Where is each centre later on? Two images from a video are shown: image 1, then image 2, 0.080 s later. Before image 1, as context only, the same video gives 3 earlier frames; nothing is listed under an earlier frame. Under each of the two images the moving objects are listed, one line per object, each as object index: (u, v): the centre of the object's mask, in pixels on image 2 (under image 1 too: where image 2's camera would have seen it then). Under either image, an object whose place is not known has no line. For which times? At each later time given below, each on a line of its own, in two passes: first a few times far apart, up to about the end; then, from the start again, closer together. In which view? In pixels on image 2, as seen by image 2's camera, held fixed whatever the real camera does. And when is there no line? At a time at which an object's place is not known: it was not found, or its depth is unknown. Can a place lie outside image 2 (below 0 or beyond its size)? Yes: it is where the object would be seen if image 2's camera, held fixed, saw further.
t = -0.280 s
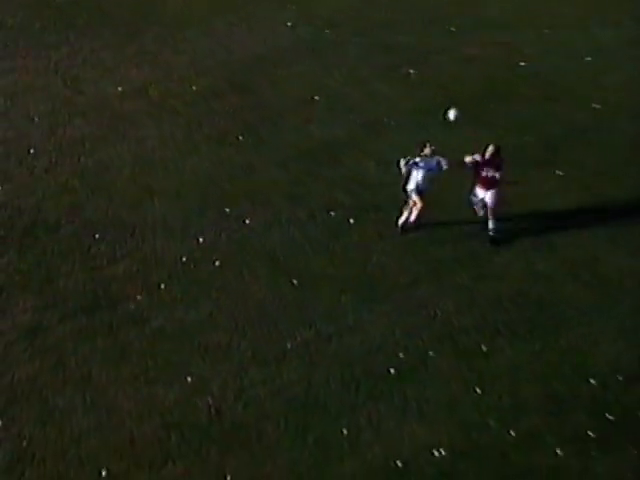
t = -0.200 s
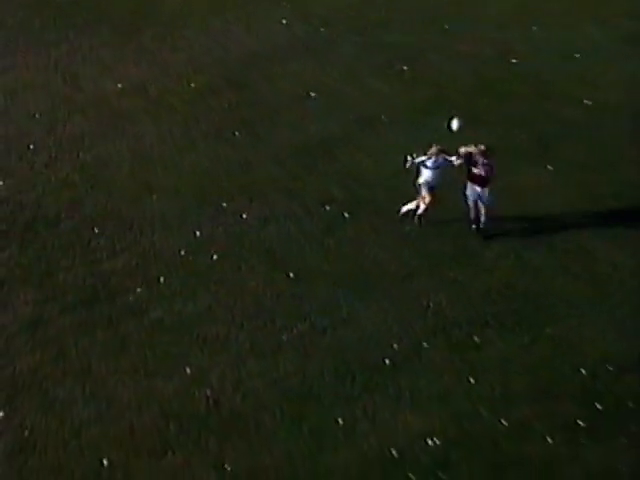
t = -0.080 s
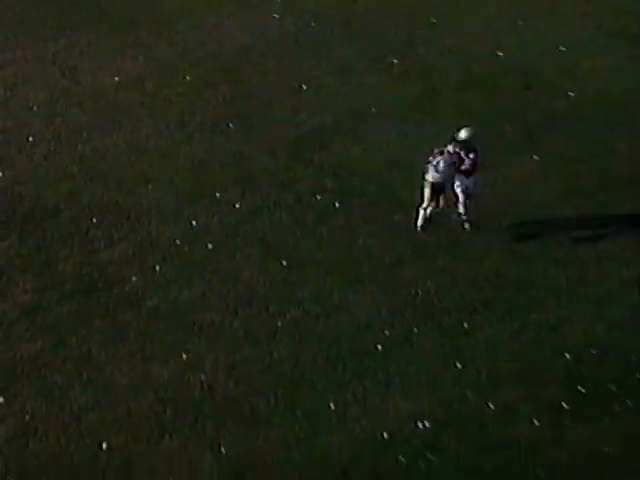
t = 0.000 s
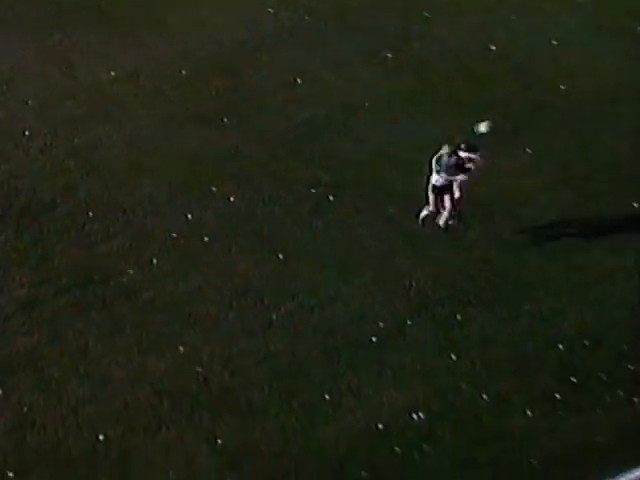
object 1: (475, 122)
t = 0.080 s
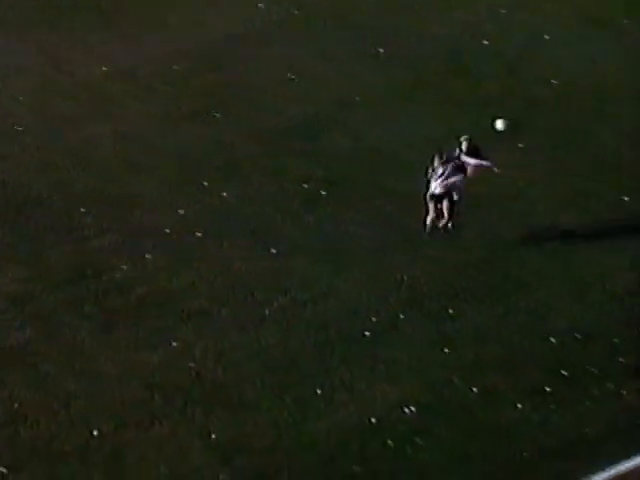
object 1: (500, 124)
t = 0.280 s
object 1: (566, 145)
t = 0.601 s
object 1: (666, 216)
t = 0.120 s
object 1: (514, 127)
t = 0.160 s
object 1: (527, 131)
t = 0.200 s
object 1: (539, 135)
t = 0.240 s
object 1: (552, 139)
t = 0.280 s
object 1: (566, 145)
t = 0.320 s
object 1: (577, 151)
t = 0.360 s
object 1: (590, 158)
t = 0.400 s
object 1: (604, 166)
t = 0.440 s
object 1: (616, 175)
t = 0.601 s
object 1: (666, 216)
